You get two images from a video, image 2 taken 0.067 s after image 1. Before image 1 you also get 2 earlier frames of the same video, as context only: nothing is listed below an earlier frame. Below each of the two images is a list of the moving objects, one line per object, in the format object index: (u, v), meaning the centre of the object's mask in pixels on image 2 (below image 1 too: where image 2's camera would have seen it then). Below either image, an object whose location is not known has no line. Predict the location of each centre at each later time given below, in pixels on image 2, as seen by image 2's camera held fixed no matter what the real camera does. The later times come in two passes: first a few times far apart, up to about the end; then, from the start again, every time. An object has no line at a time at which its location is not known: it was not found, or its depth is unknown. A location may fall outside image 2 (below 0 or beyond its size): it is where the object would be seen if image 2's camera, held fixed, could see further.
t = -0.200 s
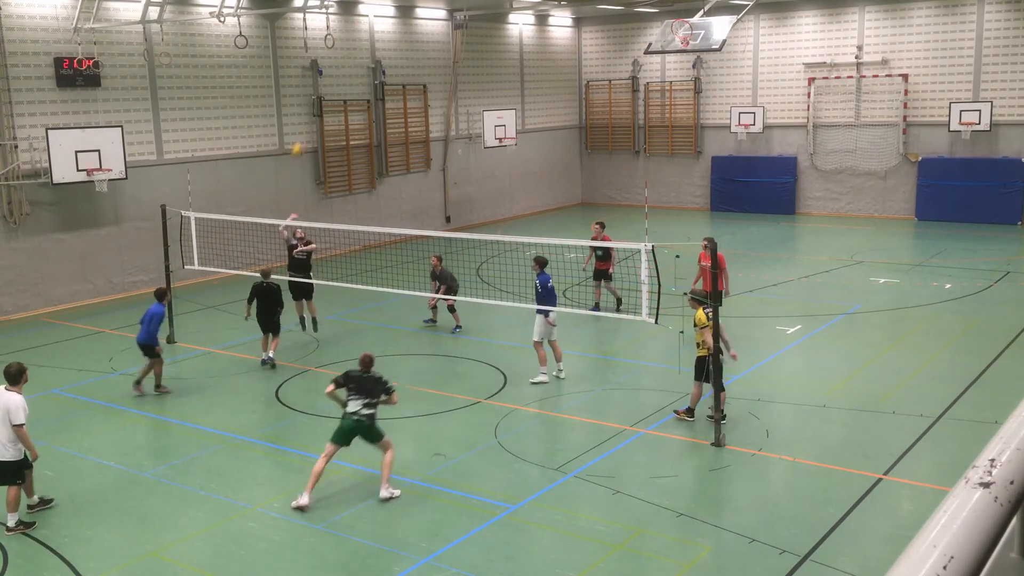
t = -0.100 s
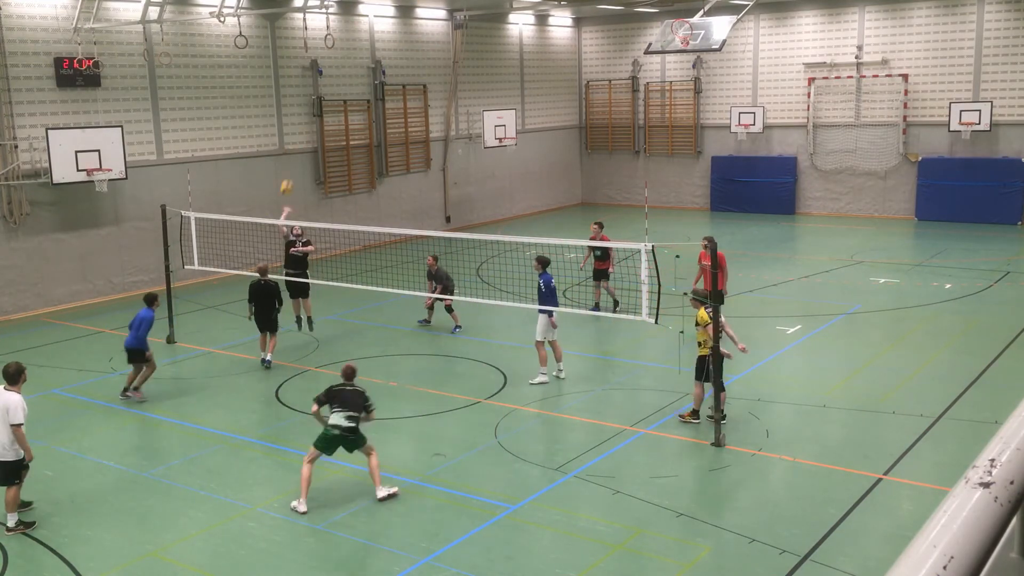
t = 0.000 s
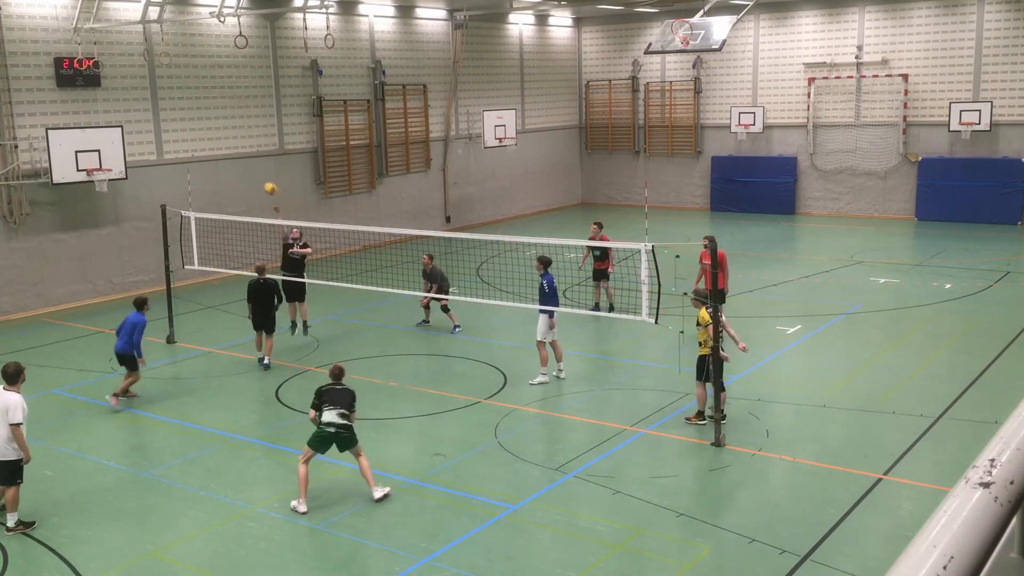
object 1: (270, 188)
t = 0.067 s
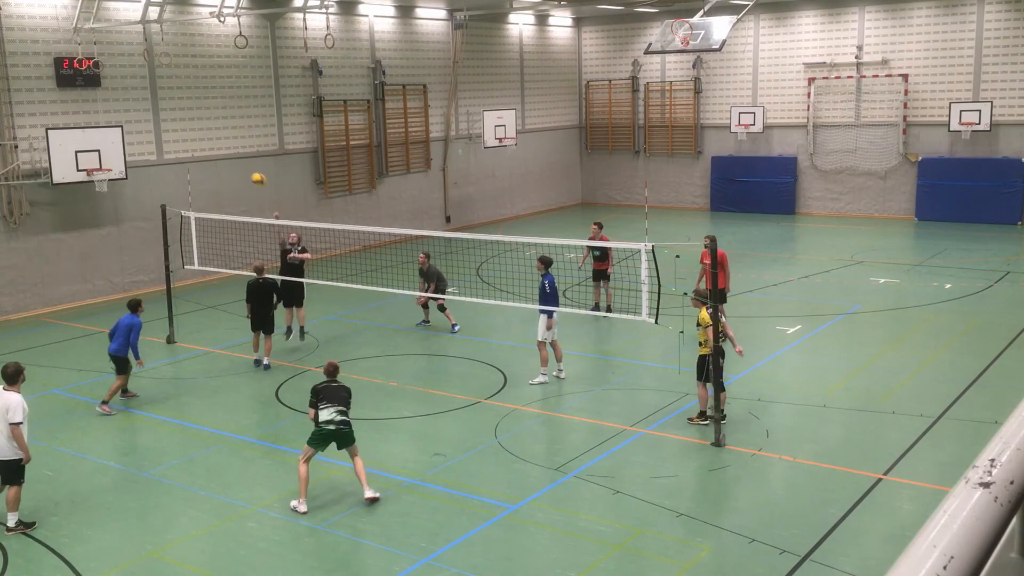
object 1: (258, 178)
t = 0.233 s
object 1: (227, 166)
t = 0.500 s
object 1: (174, 180)
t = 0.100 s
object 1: (252, 175)
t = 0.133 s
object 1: (245, 172)
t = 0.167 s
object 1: (239, 169)
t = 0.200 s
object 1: (233, 167)
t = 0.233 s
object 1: (227, 166)
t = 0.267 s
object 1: (220, 166)
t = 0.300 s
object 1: (213, 166)
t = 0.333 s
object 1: (207, 166)
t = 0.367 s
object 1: (200, 168)
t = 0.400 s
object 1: (194, 169)
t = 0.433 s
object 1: (187, 172)
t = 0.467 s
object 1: (181, 176)
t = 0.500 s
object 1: (174, 180)
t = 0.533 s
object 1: (166, 186)
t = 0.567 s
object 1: (160, 191)
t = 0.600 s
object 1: (153, 198)
